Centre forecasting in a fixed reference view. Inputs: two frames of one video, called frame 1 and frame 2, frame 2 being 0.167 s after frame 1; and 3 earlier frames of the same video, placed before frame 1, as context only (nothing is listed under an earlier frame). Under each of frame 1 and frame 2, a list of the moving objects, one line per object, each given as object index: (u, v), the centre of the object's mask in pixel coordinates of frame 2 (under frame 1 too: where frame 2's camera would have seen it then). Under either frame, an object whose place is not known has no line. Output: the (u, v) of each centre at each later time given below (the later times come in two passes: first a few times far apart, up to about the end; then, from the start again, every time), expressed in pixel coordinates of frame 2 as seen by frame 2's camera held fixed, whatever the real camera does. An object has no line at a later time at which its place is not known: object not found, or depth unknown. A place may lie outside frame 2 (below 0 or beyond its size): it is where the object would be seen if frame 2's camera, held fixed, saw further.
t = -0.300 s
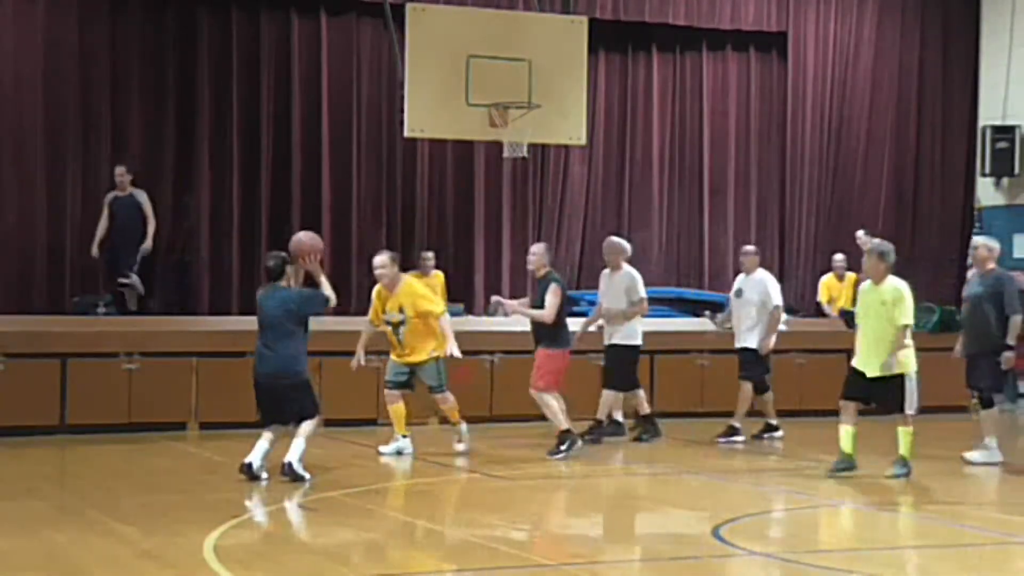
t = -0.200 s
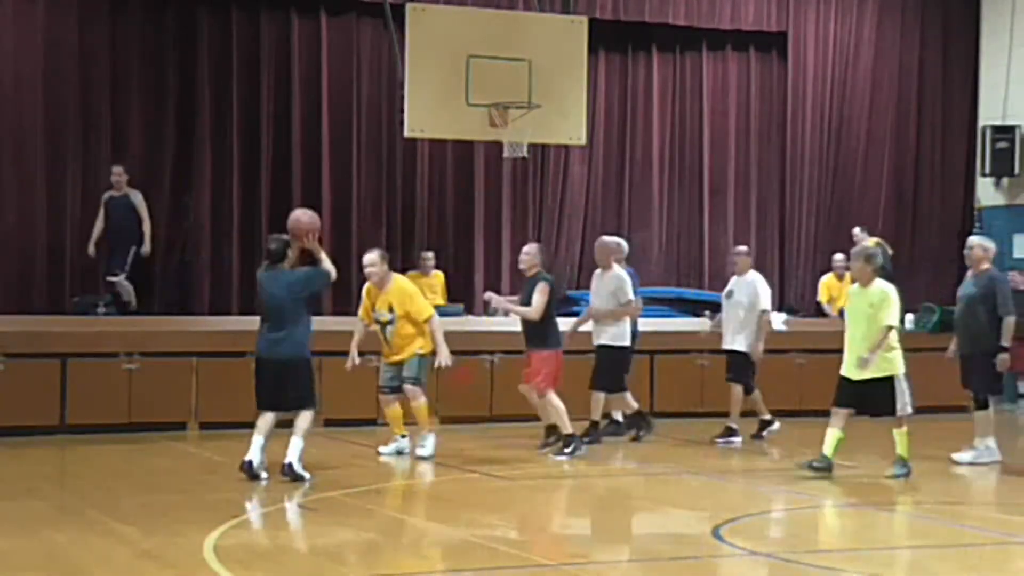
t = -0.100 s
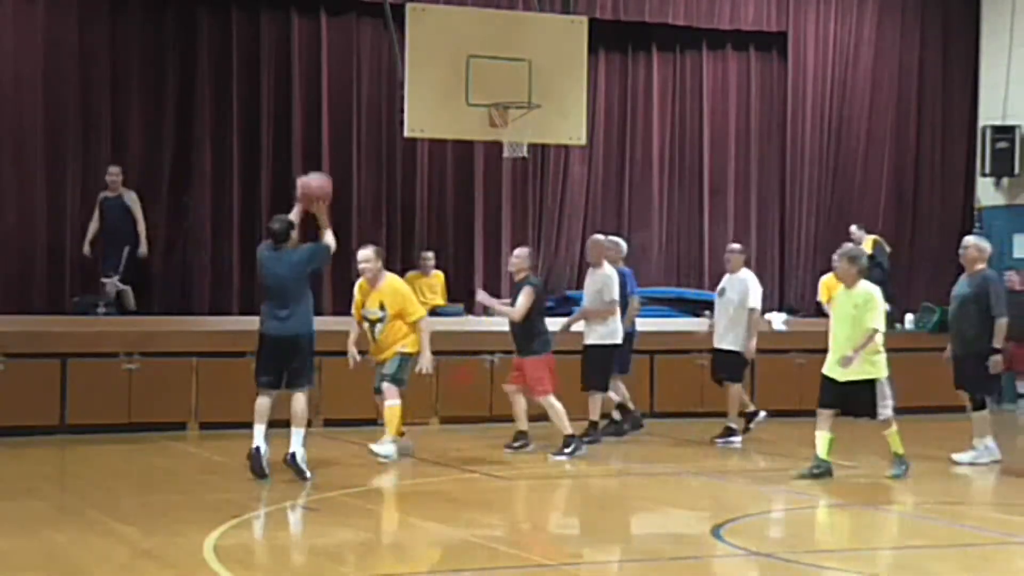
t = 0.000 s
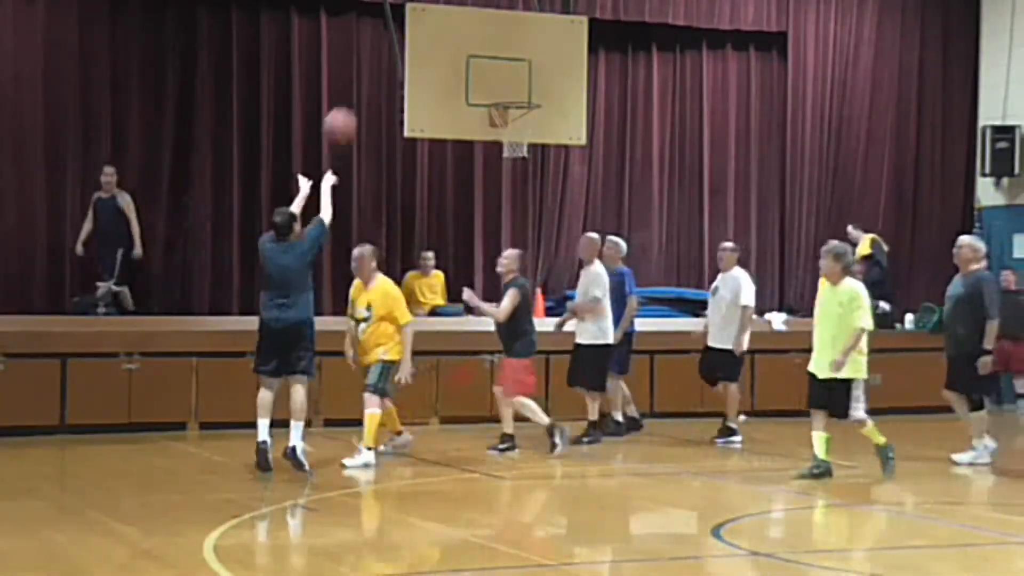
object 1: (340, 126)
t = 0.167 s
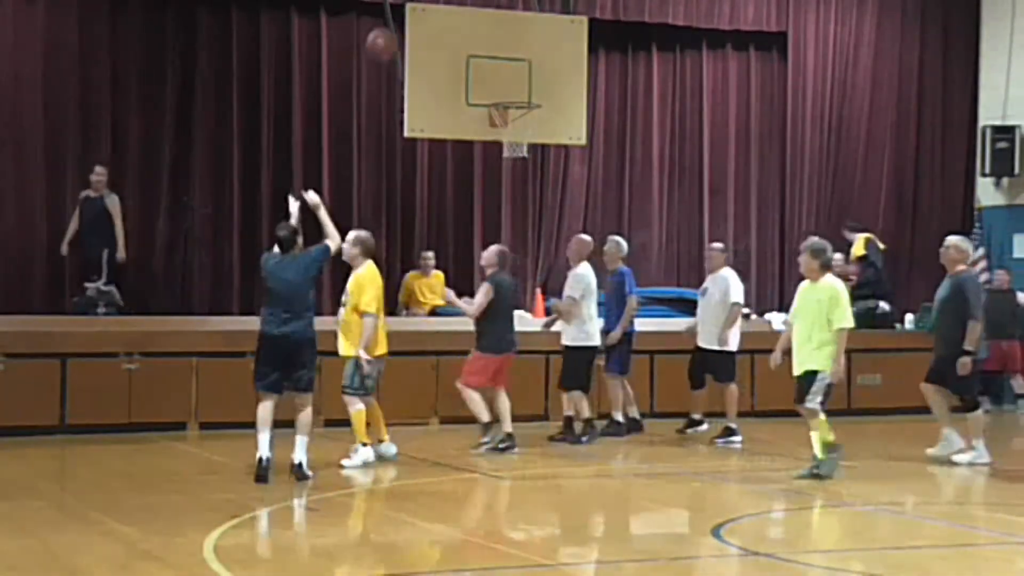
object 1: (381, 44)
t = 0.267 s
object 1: (405, 15)
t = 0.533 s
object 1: (461, 5)
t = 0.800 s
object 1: (507, 63)
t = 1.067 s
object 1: (496, 119)
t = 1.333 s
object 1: (497, 149)
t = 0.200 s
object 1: (390, 35)
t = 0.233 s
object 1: (396, 25)
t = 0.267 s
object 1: (405, 15)
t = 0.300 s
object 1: (413, 10)
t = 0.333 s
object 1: (421, 8)
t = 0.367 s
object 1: (428, 6)
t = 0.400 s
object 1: (434, 5)
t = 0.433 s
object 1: (444, 4)
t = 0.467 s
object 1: (449, 4)
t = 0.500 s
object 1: (455, 5)
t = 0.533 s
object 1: (461, 5)
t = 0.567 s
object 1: (467, 7)
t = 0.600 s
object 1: (473, 10)
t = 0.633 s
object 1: (480, 13)
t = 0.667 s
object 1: (485, 23)
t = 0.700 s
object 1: (491, 31)
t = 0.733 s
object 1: (496, 42)
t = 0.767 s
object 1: (502, 52)
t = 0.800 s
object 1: (507, 63)
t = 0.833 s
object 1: (512, 76)
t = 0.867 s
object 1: (518, 91)
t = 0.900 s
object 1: (522, 105)
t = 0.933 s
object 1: (516, 112)
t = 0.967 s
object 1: (507, 121)
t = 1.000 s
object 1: (498, 123)
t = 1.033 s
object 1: (497, 123)
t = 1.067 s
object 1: (496, 119)
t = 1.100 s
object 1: (496, 117)
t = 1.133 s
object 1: (495, 118)
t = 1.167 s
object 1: (495, 119)
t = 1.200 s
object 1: (495, 122)
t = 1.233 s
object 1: (495, 130)
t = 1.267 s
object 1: (496, 124)
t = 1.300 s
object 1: (496, 141)
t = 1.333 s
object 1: (497, 149)
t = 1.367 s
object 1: (498, 155)
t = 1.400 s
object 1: (497, 169)
